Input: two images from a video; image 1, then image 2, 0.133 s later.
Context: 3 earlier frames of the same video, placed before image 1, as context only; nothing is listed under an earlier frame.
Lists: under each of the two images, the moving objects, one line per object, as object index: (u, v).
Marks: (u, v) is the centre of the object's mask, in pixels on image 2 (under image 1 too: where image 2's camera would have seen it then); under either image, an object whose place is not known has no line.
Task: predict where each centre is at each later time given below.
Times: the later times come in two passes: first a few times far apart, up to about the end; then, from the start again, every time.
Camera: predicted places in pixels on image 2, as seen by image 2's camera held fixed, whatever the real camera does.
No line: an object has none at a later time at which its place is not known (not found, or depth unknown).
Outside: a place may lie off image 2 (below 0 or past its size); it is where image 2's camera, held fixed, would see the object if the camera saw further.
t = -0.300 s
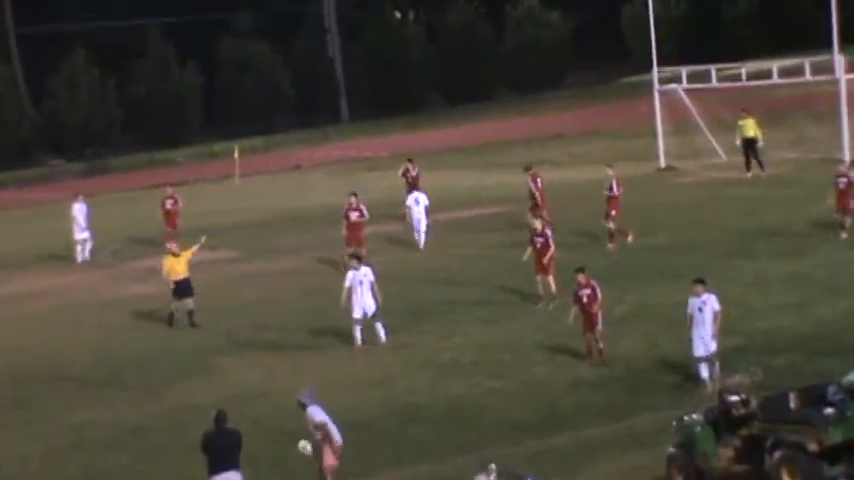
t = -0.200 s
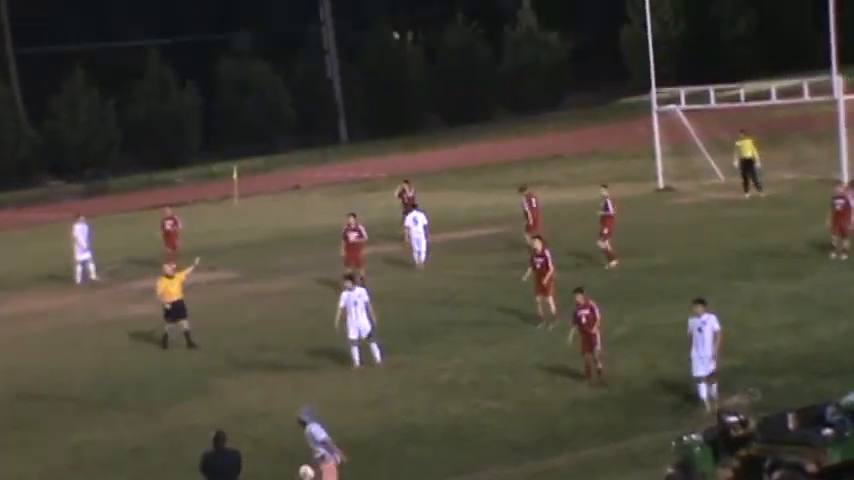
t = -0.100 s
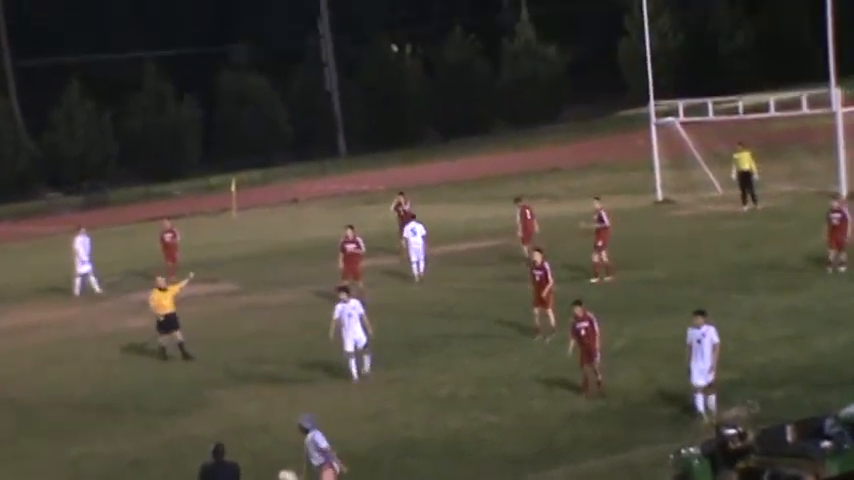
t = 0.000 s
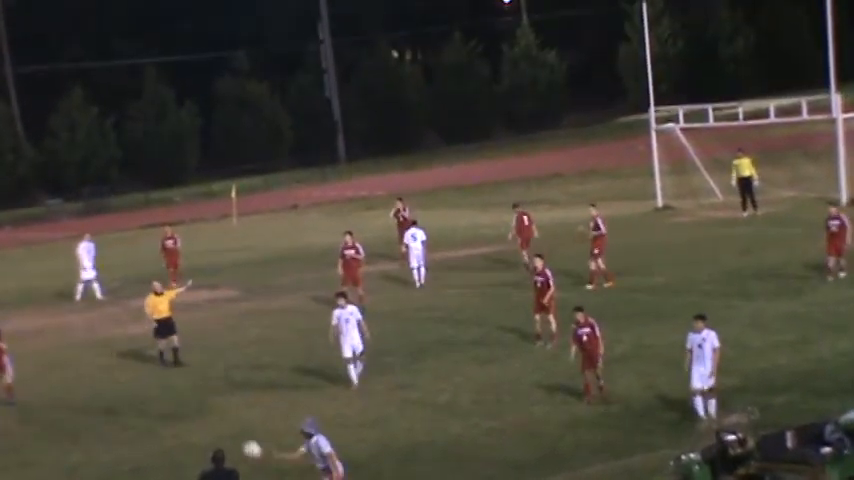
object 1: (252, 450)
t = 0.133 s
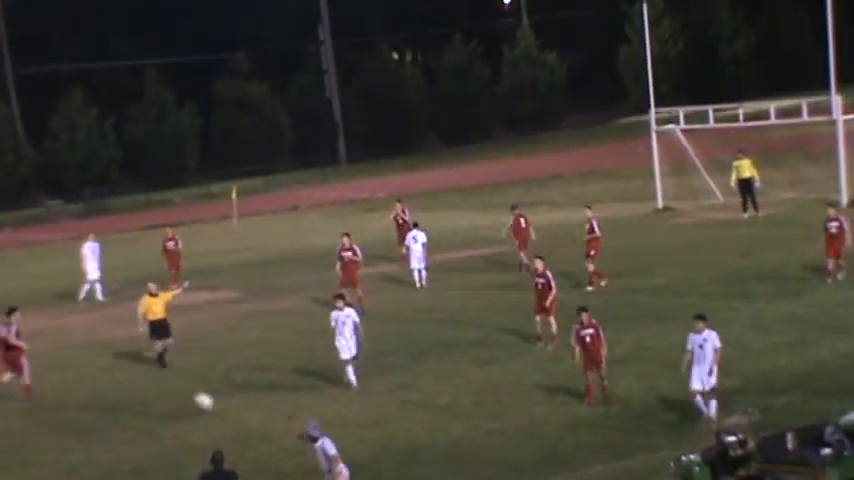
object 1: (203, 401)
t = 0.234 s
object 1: (168, 371)
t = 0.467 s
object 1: (89, 333)
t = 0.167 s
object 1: (192, 390)
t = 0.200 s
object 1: (180, 379)
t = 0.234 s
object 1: (168, 371)
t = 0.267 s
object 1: (157, 362)
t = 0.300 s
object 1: (144, 357)
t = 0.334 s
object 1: (133, 351)
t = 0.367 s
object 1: (122, 345)
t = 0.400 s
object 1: (111, 340)
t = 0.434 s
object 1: (100, 336)
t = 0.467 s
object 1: (89, 333)
